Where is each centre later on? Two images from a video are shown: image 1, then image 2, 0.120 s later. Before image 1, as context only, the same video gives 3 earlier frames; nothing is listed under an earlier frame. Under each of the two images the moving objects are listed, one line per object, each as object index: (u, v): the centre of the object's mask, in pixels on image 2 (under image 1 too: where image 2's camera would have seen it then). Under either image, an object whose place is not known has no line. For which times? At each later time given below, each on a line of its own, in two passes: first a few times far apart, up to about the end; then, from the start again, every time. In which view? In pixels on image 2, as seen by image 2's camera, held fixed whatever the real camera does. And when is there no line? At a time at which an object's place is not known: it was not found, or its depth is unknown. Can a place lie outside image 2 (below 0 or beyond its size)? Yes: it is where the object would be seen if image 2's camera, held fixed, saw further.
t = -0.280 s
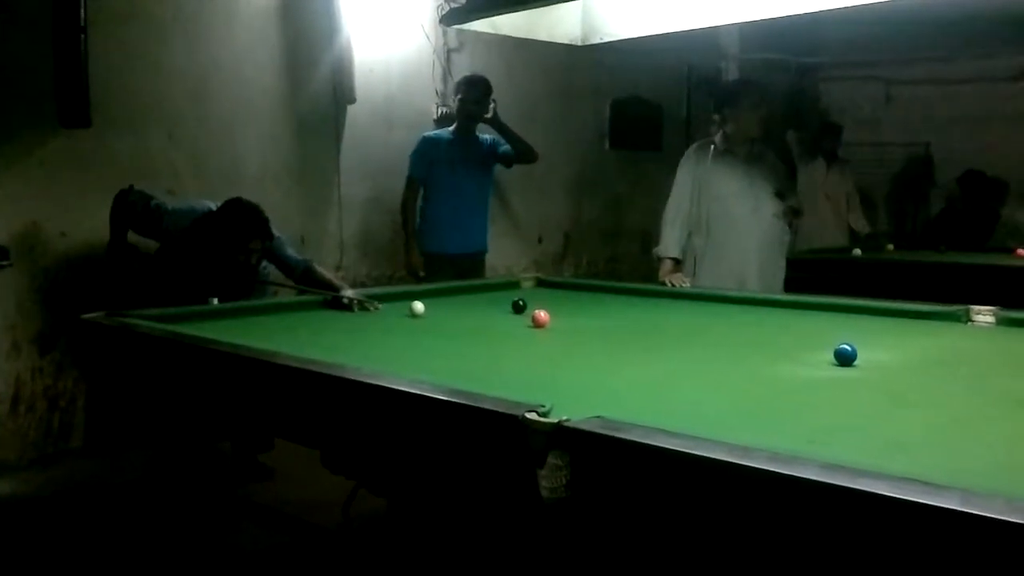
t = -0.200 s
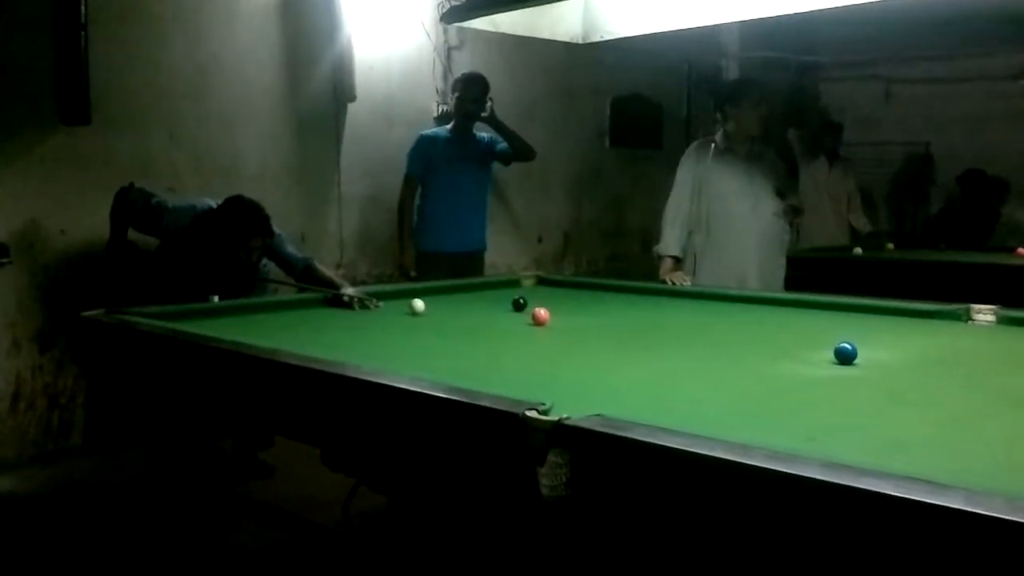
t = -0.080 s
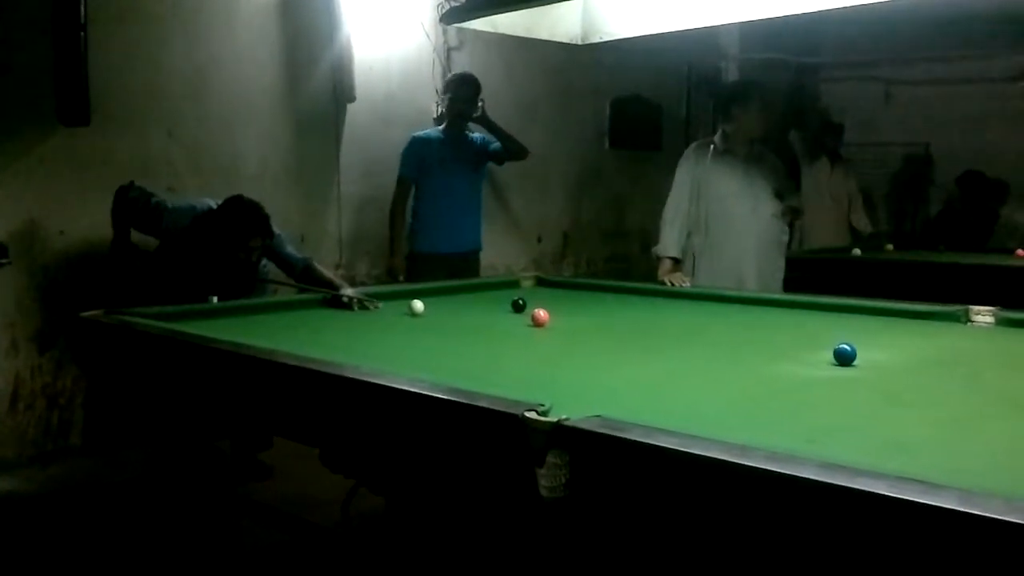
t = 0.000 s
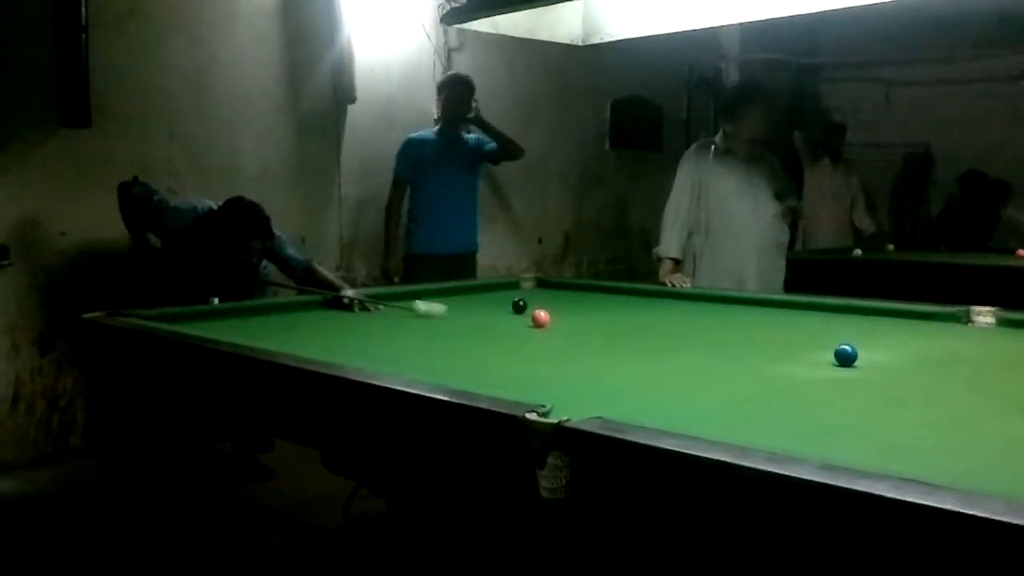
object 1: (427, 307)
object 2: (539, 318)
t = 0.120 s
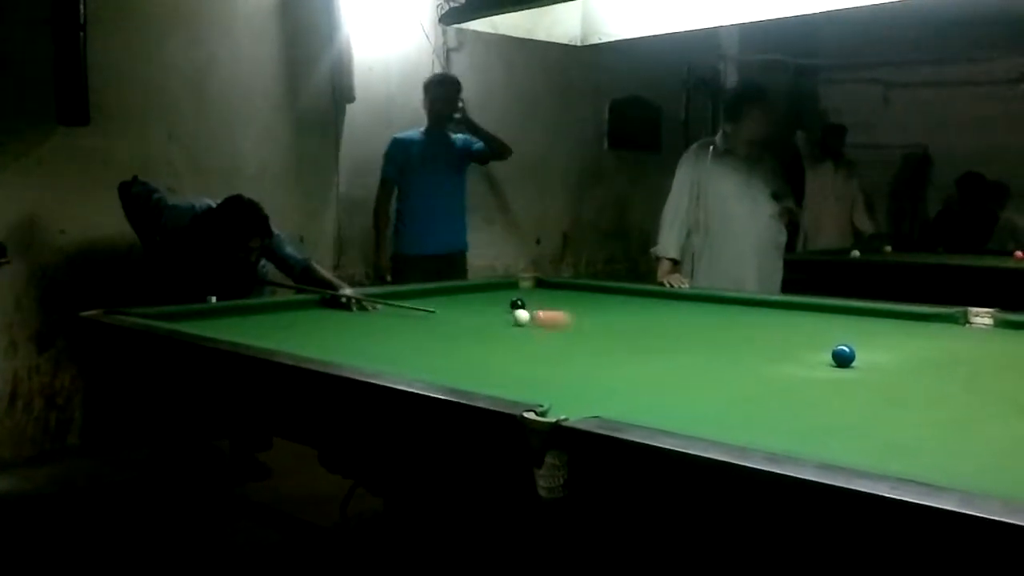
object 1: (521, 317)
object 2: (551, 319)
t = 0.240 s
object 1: (515, 319)
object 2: (653, 325)
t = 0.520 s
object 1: (502, 323)
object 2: (874, 339)
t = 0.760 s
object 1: (492, 325)
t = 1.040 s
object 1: (483, 328)
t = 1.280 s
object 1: (476, 329)
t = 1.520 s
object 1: (472, 331)
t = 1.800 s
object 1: (470, 331)
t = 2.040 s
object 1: (470, 332)
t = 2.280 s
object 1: (470, 331)
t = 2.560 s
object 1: (470, 331)
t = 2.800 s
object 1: (470, 332)
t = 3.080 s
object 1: (470, 332)
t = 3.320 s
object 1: (470, 331)
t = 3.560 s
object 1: (469, 331)
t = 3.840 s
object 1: (470, 331)
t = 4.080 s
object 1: (470, 331)
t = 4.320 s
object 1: (470, 331)
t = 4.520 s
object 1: (470, 332)
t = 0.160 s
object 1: (519, 318)
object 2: (585, 320)
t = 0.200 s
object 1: (517, 319)
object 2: (619, 322)
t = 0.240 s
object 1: (515, 319)
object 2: (653, 325)
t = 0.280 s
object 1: (513, 320)
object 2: (686, 327)
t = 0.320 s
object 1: (511, 320)
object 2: (718, 329)
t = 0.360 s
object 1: (509, 321)
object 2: (748, 331)
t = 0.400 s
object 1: (507, 321)
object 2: (779, 332)
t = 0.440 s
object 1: (505, 322)
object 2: (810, 335)
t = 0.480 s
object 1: (503, 322)
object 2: (842, 336)
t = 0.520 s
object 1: (502, 323)
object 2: (874, 339)
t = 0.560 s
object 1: (500, 323)
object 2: (908, 341)
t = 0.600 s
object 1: (498, 323)
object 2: (943, 343)
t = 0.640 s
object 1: (497, 324)
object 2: (978, 345)
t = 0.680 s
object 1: (495, 324)
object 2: (1006, 347)
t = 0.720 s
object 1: (493, 325)
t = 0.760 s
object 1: (492, 325)
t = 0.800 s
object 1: (490, 326)
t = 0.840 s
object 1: (489, 326)
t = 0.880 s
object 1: (488, 326)
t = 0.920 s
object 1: (486, 327)
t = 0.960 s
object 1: (485, 327)
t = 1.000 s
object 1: (484, 327)
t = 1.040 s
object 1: (483, 328)
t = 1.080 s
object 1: (482, 328)
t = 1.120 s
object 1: (481, 328)
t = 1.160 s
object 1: (479, 329)
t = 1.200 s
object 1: (478, 329)
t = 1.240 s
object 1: (477, 329)
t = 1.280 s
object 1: (476, 329)
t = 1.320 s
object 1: (476, 330)
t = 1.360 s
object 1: (475, 330)
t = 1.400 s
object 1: (474, 330)
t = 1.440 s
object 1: (473, 330)
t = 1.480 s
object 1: (473, 330)
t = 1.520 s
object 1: (472, 331)
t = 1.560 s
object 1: (471, 331)
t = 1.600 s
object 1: (471, 331)
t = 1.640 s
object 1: (471, 331)
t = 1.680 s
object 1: (470, 331)
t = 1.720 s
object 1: (470, 331)
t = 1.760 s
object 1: (470, 331)
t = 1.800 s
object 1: (470, 331)
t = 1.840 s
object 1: (470, 330)
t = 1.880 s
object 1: (470, 331)
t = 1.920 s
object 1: (469, 331)
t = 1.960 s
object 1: (469, 331)
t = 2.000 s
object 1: (469, 331)
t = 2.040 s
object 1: (470, 332)
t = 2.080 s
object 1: (470, 331)
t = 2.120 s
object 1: (470, 331)
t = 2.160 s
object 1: (470, 331)
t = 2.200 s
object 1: (470, 331)
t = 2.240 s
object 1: (469, 331)
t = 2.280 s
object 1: (470, 331)
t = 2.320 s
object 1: (470, 331)
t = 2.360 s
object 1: (470, 331)
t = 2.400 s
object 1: (470, 331)
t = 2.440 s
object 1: (470, 331)
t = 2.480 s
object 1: (469, 331)
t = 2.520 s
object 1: (470, 331)
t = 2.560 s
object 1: (470, 331)
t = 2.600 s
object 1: (470, 332)
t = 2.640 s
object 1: (470, 332)
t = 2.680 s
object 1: (469, 332)
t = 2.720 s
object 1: (470, 331)
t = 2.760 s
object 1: (470, 332)
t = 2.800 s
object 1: (470, 332)
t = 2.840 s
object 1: (470, 332)
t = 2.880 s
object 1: (470, 332)
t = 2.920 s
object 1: (470, 332)
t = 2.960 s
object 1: (470, 332)
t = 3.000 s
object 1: (470, 332)
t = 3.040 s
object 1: (470, 332)
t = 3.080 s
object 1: (470, 332)
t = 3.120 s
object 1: (470, 331)
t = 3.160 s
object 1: (470, 332)
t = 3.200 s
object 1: (470, 331)
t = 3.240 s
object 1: (470, 331)
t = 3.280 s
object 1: (469, 332)
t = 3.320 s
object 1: (470, 331)
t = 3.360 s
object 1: (470, 331)
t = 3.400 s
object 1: (470, 332)
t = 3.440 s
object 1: (470, 331)
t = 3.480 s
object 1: (469, 331)
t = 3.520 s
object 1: (470, 331)
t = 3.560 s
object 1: (469, 331)
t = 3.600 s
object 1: (470, 331)
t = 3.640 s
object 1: (470, 331)
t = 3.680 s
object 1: (470, 331)
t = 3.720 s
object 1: (470, 331)
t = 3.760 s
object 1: (470, 332)
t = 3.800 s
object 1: (470, 332)
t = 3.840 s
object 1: (470, 331)
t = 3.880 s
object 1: (470, 332)
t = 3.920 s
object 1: (470, 332)
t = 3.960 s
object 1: (469, 332)
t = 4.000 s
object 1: (470, 332)
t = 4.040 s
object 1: (470, 332)
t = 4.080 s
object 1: (470, 331)
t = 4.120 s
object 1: (470, 331)
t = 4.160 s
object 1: (470, 332)
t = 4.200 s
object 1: (470, 331)
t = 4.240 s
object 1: (470, 332)
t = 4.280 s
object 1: (469, 331)
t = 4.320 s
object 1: (470, 331)
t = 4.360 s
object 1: (469, 331)
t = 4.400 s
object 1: (469, 331)
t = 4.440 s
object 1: (469, 331)
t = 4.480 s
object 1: (469, 332)
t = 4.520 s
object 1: (470, 332)
